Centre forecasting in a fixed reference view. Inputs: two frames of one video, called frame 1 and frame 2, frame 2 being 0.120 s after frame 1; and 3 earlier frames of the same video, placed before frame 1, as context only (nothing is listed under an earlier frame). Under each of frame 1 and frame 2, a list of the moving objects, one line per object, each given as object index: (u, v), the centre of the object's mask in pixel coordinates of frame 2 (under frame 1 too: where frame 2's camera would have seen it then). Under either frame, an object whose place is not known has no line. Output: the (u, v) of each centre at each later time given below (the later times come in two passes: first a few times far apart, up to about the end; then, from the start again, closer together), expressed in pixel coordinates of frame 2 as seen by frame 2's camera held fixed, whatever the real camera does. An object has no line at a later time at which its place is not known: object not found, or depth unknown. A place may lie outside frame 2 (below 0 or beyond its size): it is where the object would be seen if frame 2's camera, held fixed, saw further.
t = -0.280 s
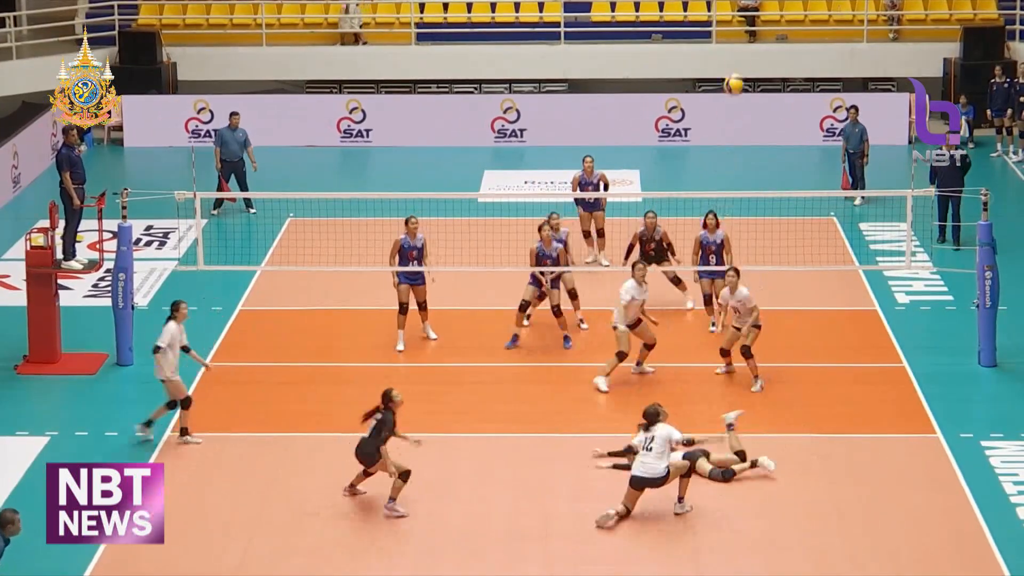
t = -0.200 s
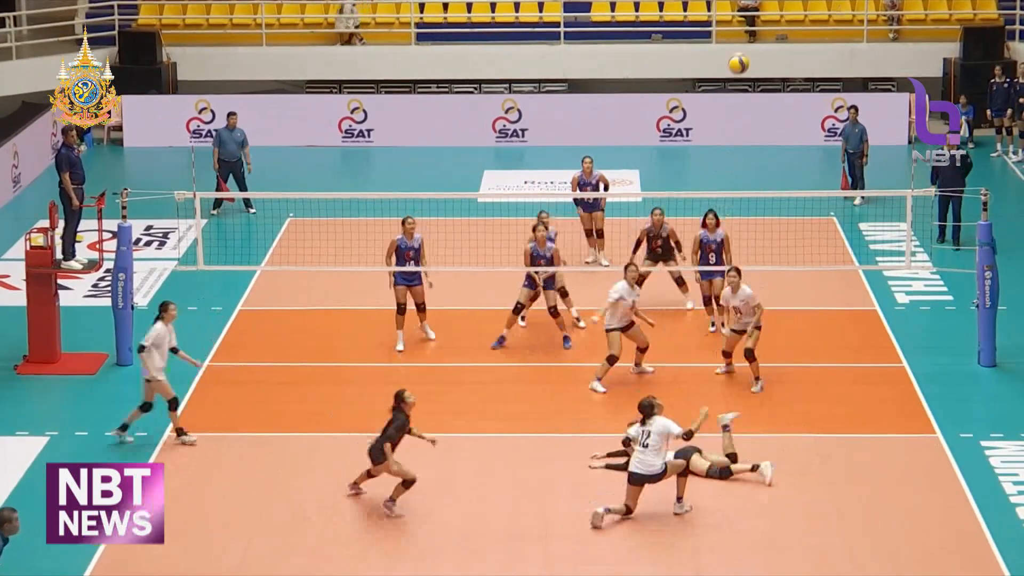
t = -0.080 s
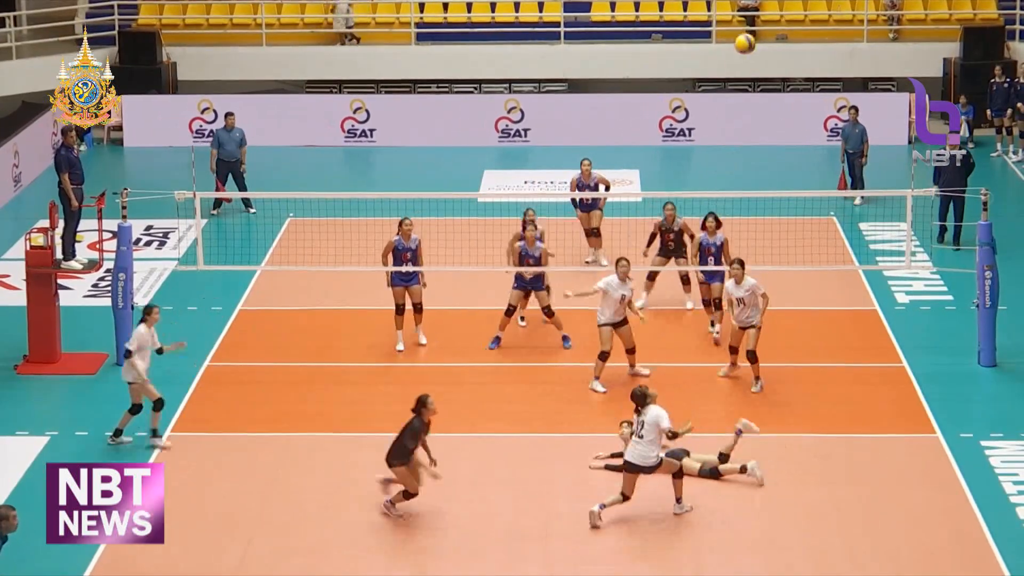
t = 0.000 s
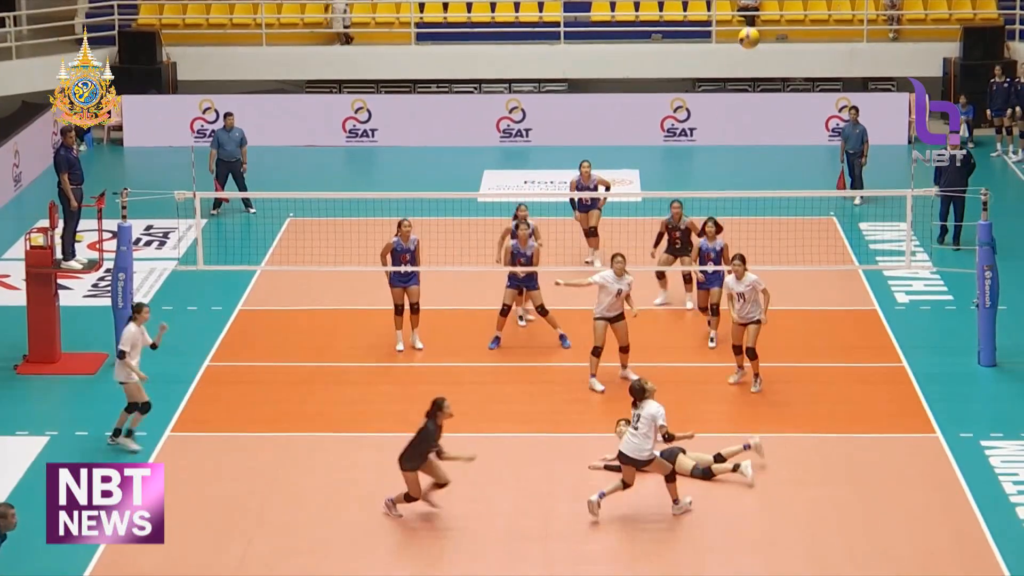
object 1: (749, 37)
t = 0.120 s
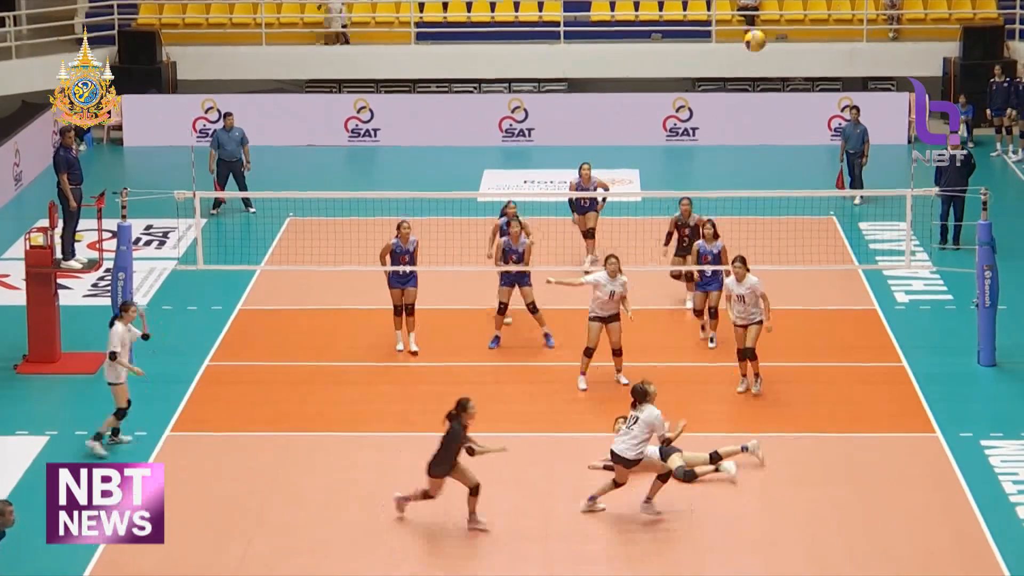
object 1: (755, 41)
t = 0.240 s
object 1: (761, 59)
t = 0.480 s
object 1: (773, 139)
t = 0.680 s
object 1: (780, 253)
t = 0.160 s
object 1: (757, 44)
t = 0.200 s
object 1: (759, 49)
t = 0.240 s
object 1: (761, 59)
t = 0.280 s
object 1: (763, 67)
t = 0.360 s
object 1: (767, 90)
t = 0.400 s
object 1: (769, 105)
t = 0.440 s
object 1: (771, 121)
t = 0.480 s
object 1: (773, 139)
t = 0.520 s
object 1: (773, 158)
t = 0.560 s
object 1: (775, 178)
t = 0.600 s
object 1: (776, 203)
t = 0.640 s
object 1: (777, 226)
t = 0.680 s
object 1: (780, 253)
